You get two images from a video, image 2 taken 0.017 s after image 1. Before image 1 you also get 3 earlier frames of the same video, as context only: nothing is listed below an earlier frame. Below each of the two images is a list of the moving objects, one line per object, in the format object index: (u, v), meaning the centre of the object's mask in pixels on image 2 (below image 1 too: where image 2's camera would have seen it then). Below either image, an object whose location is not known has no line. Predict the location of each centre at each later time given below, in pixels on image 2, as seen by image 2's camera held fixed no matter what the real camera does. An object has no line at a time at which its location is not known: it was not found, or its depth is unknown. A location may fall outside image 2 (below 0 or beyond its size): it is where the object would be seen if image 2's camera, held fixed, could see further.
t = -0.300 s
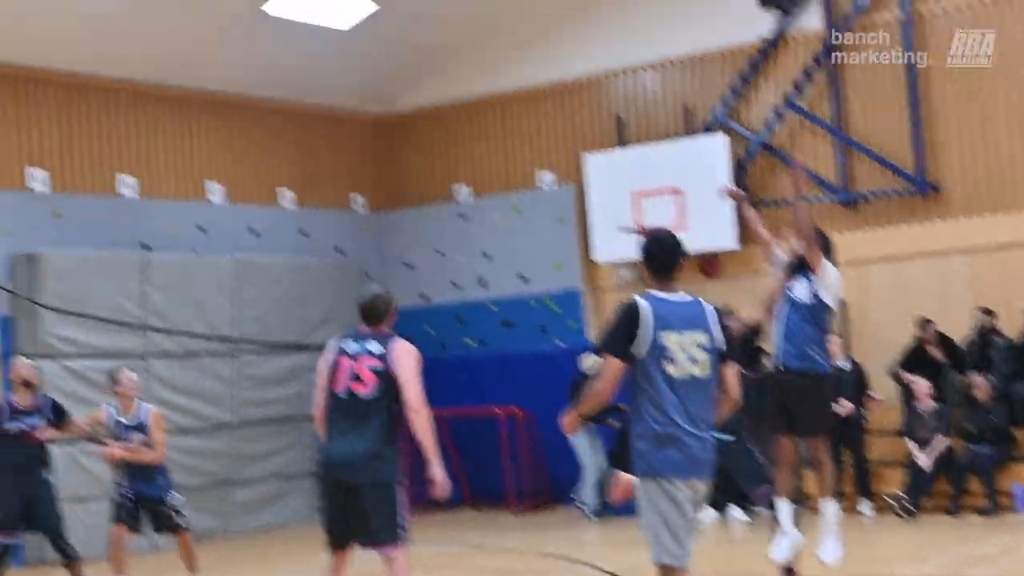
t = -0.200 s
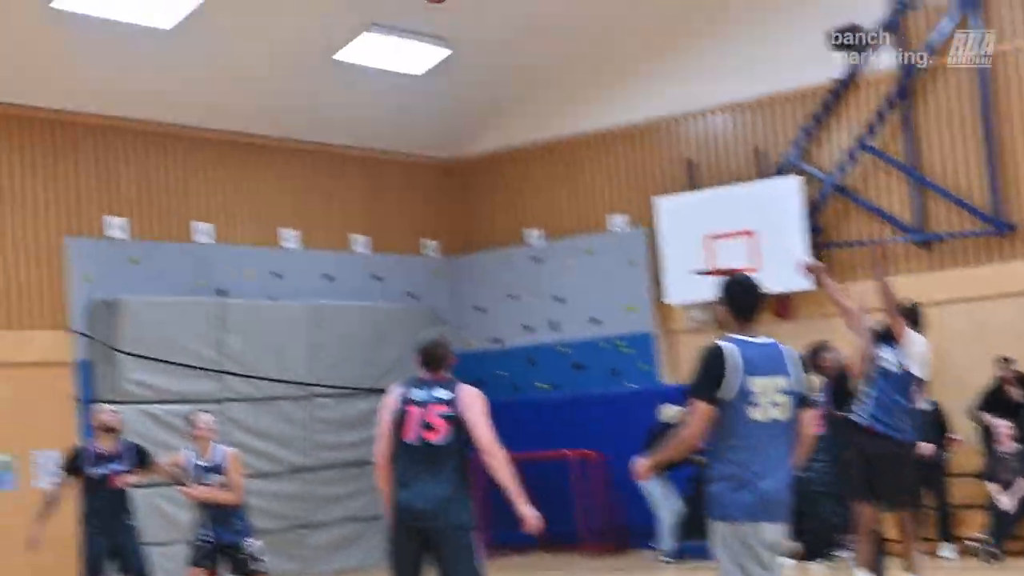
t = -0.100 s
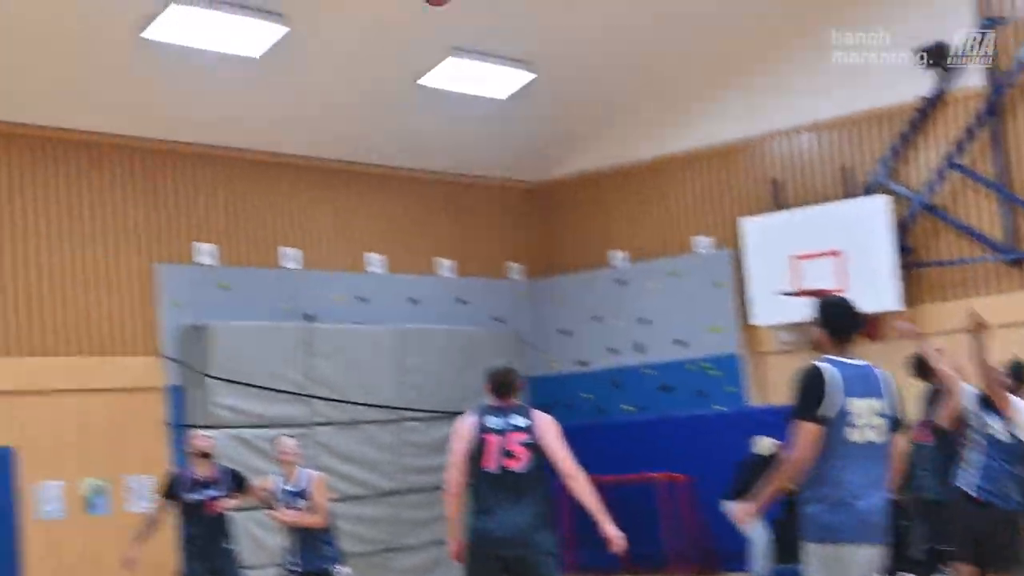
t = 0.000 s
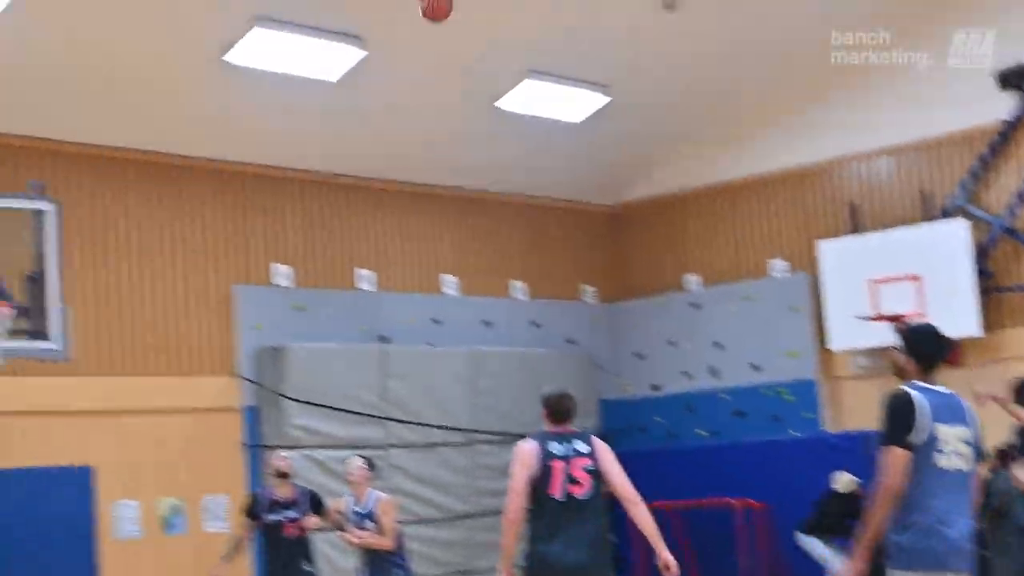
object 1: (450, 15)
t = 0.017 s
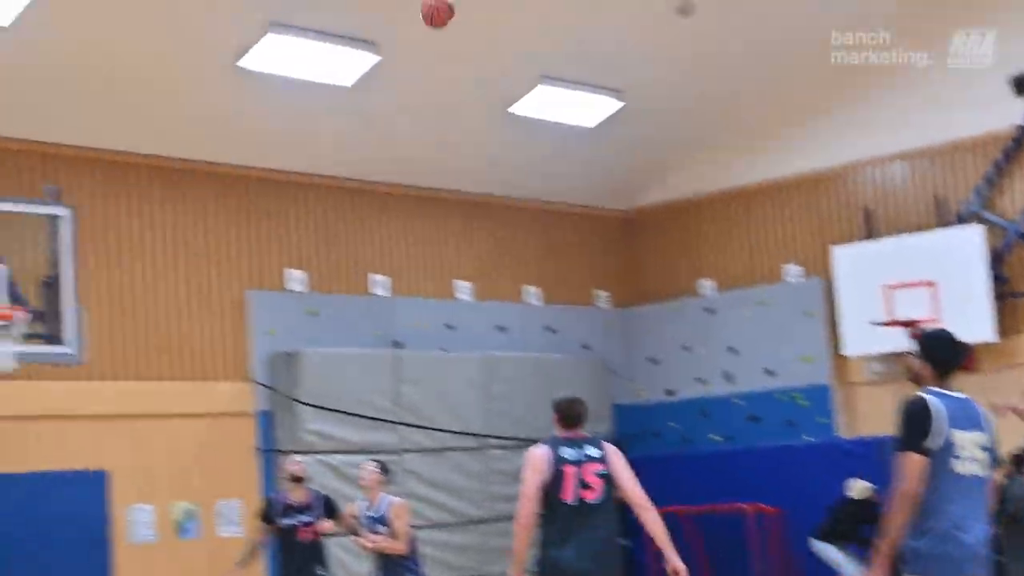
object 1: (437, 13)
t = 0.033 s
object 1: (424, 12)
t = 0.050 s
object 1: (412, 12)
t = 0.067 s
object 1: (399, 15)
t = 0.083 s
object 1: (387, 17)
